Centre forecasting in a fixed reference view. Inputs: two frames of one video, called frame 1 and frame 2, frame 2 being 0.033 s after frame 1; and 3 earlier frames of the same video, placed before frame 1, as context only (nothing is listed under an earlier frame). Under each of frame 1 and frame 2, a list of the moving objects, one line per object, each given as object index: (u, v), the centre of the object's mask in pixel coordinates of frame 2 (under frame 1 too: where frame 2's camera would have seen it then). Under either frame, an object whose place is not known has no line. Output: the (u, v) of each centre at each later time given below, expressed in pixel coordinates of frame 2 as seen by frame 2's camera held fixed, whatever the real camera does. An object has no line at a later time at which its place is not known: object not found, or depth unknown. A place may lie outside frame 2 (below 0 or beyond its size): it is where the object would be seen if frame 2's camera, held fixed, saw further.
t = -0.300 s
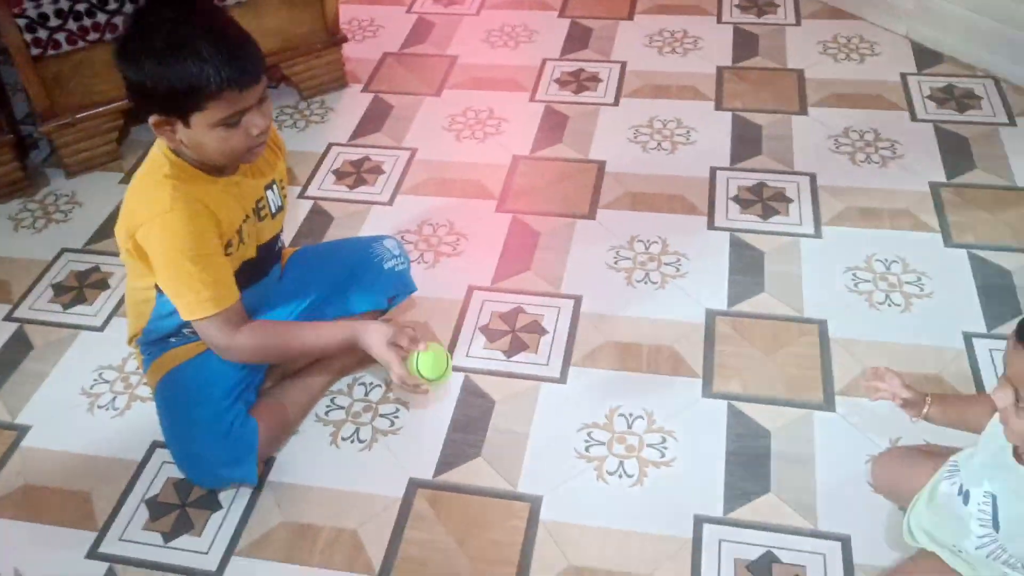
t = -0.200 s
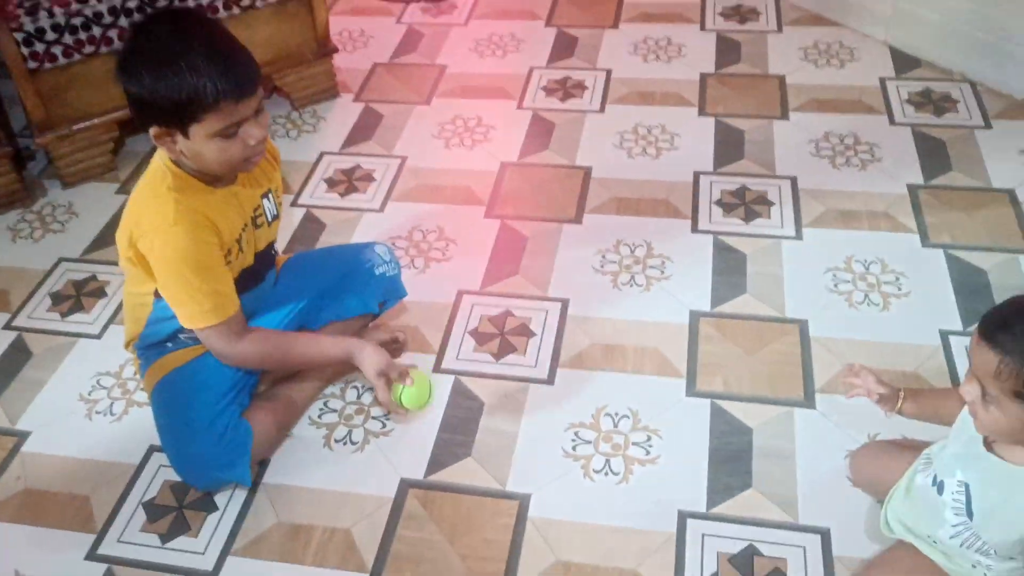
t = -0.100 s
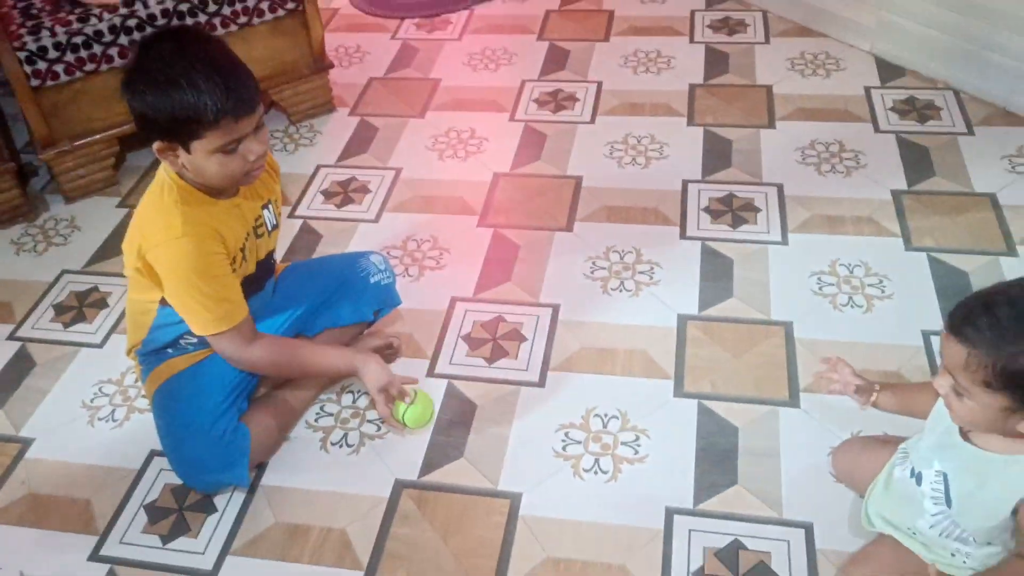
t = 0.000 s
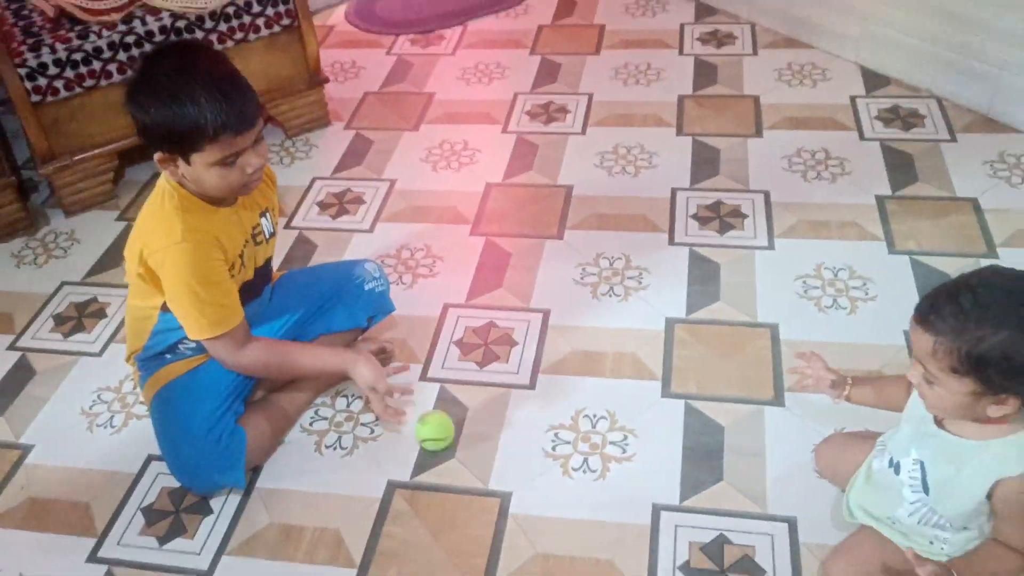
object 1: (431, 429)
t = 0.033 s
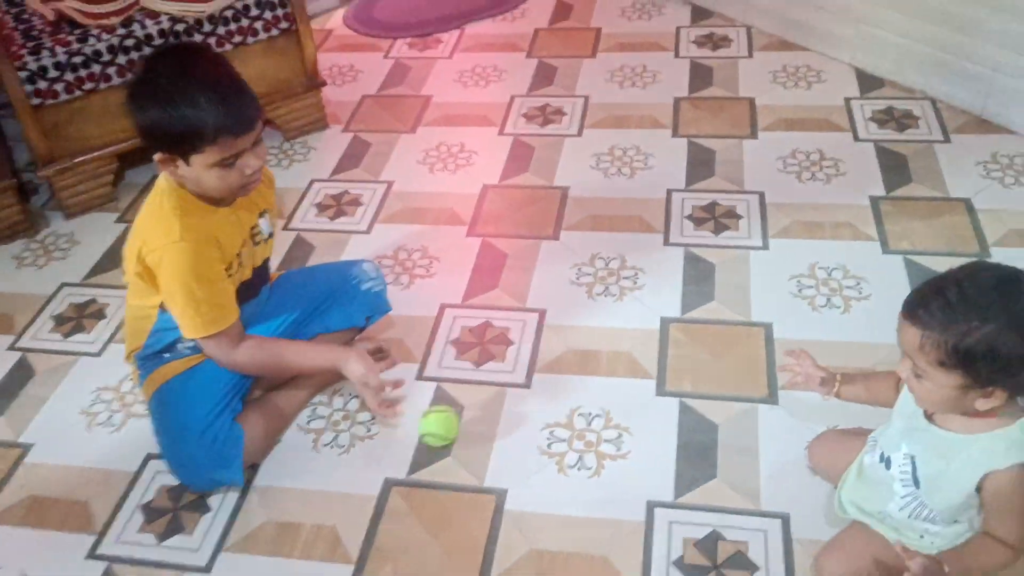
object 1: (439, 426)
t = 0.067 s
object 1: (446, 425)
